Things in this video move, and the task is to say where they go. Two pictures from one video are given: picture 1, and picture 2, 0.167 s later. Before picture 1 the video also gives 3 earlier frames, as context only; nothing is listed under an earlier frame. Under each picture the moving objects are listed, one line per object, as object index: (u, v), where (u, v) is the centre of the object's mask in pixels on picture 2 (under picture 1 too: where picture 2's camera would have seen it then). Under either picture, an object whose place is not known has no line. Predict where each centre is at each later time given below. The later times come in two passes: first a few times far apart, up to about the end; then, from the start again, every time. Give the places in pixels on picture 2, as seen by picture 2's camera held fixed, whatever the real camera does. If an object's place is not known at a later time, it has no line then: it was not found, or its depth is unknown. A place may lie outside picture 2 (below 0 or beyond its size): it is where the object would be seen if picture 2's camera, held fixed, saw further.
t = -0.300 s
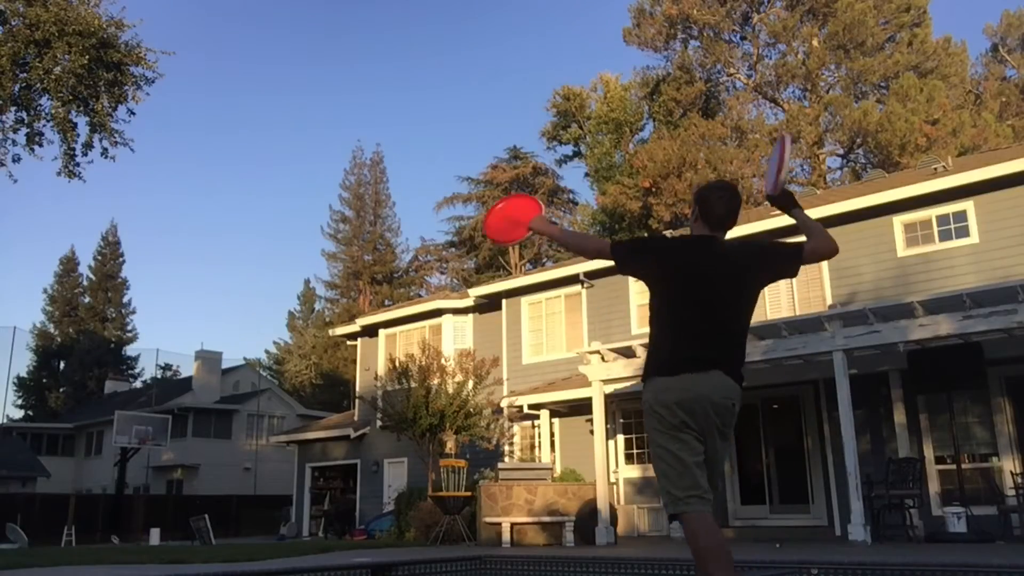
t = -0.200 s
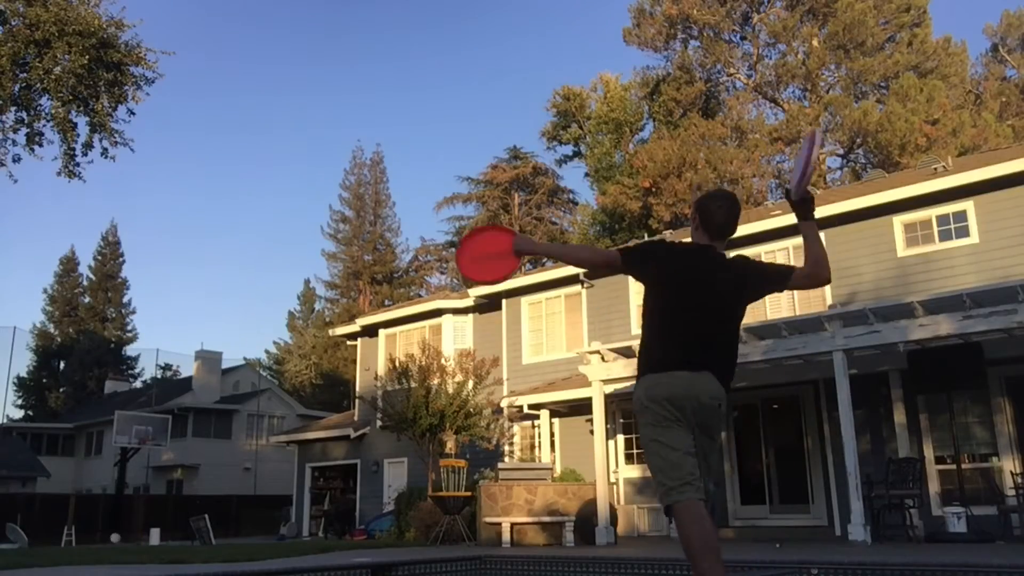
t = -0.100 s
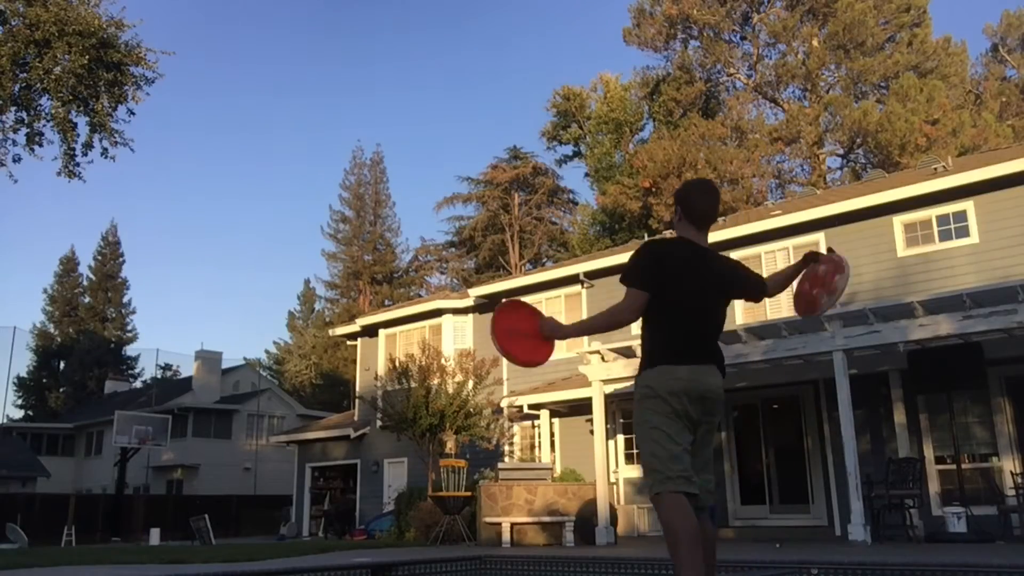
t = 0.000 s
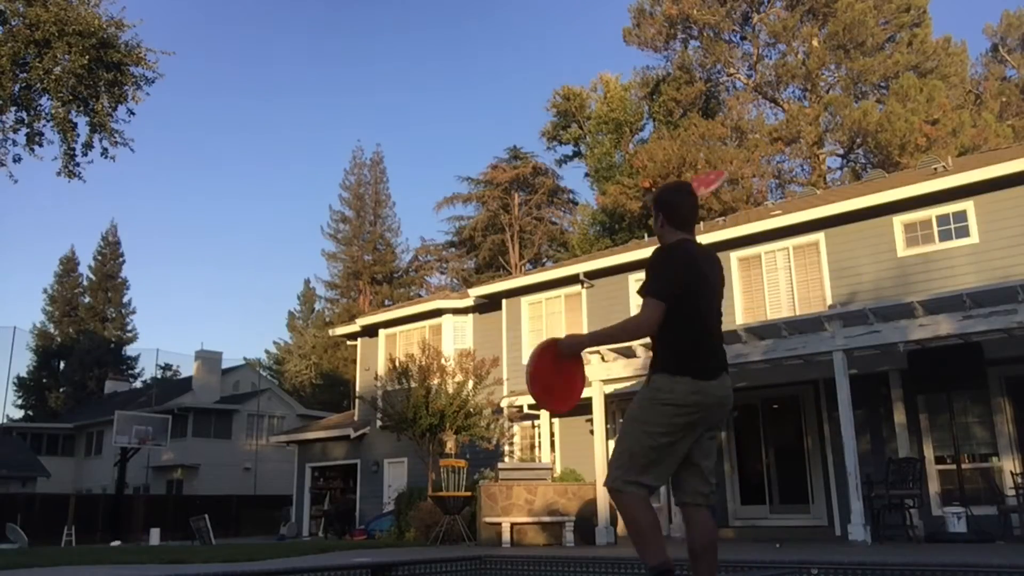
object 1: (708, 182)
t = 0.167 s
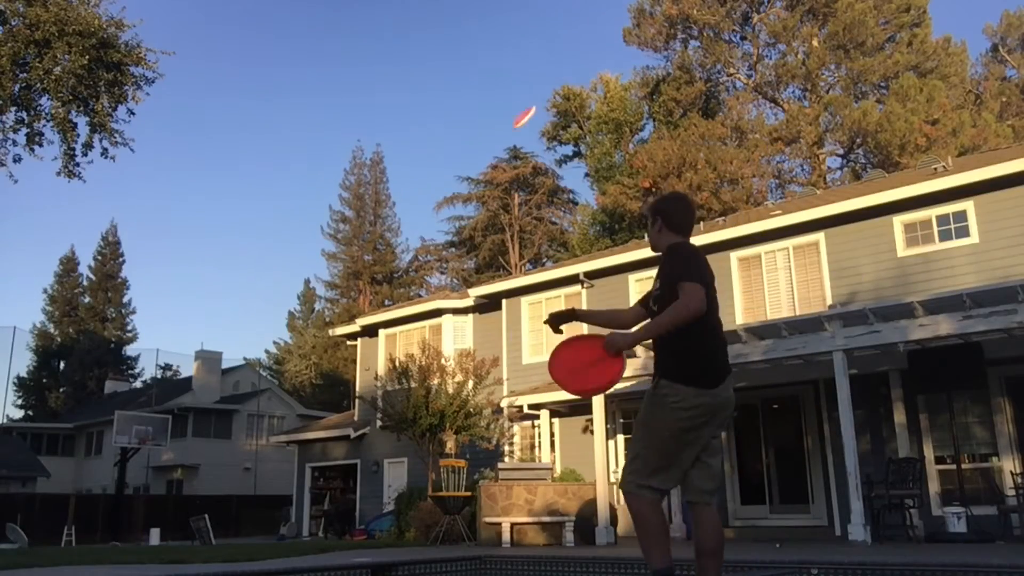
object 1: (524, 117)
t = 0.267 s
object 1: (471, 109)
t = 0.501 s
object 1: (399, 120)
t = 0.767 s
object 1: (346, 152)
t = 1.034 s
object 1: (302, 194)
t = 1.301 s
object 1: (259, 244)
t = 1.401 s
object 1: (246, 264)
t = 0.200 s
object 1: (504, 113)
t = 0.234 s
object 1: (487, 111)
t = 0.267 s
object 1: (471, 109)
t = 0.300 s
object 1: (458, 108)
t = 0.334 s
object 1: (446, 109)
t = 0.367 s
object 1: (434, 110)
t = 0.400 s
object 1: (425, 112)
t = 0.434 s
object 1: (416, 114)
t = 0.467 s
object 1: (407, 117)
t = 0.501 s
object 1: (399, 120)
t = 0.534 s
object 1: (392, 124)
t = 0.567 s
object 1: (385, 127)
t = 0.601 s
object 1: (378, 131)
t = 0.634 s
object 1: (371, 135)
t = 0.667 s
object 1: (364, 139)
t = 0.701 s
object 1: (358, 143)
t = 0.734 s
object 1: (352, 147)
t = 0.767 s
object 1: (346, 152)
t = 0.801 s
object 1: (339, 157)
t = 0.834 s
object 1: (334, 162)
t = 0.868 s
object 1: (328, 167)
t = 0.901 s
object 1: (322, 172)
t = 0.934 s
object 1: (317, 177)
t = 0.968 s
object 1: (312, 183)
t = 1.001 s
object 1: (307, 189)
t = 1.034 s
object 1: (302, 194)
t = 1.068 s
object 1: (297, 200)
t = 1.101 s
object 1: (291, 206)
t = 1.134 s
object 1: (286, 212)
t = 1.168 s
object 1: (281, 218)
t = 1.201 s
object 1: (276, 224)
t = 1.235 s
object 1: (271, 229)
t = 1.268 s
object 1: (265, 237)
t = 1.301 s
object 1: (259, 244)
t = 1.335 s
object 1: (255, 251)
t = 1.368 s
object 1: (249, 258)
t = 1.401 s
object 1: (246, 264)
